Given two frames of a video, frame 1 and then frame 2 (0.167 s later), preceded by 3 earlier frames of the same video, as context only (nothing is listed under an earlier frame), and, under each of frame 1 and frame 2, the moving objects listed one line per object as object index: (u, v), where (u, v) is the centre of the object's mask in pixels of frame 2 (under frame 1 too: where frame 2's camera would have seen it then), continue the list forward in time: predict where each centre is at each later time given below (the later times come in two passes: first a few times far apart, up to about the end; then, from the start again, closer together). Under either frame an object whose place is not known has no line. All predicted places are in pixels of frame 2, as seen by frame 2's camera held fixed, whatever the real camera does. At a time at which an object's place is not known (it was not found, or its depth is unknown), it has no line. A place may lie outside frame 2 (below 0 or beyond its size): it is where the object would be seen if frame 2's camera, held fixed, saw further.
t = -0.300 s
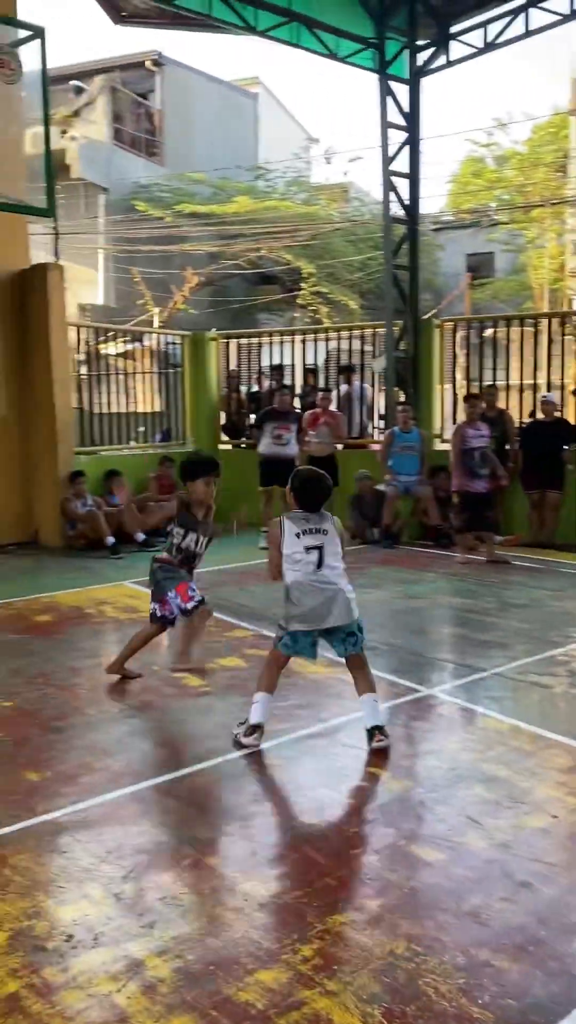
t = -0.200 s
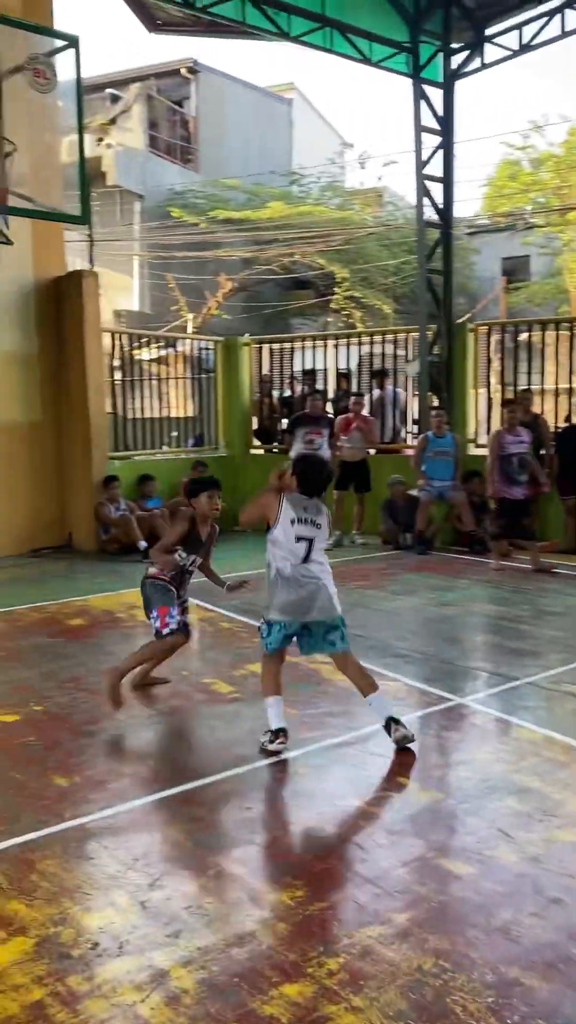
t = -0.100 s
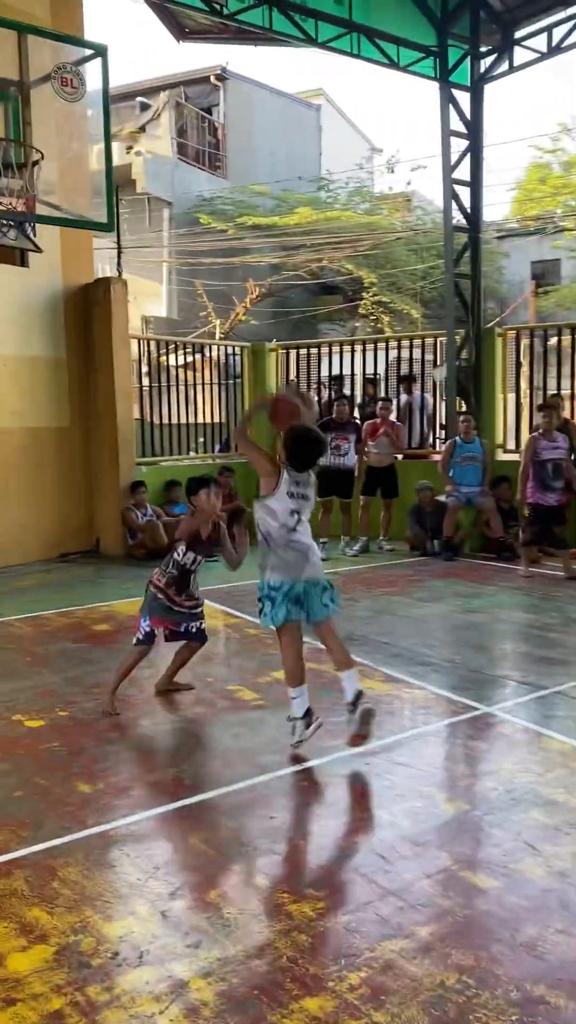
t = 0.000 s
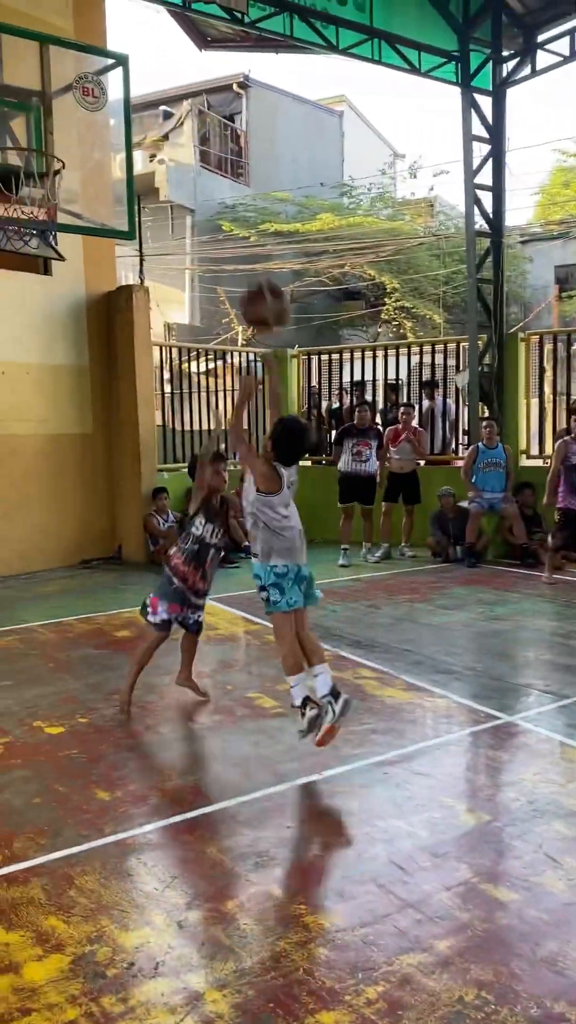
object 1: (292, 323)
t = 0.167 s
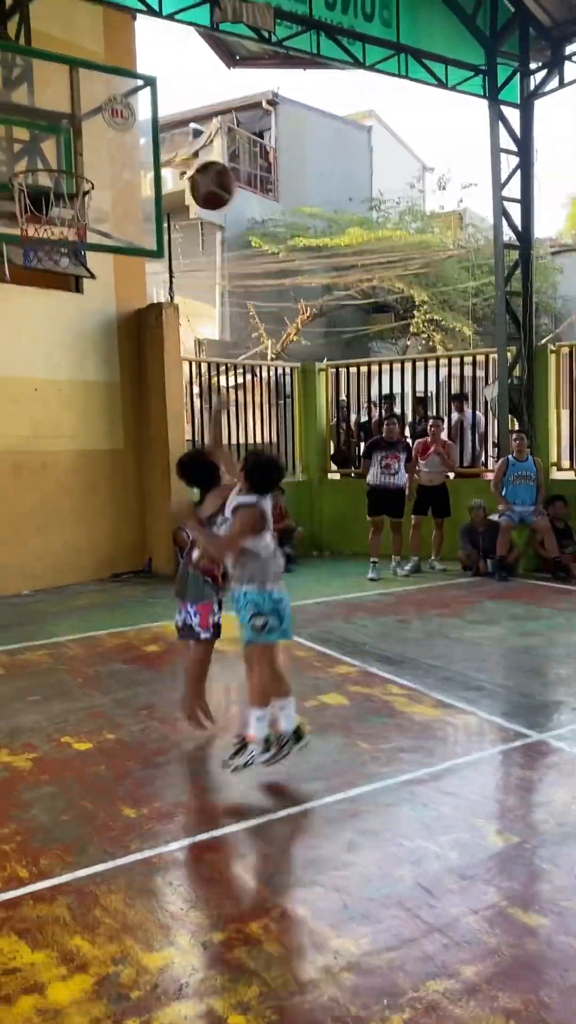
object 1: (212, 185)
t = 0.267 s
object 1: (171, 139)
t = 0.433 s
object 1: (111, 108)
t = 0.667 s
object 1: (46, 147)
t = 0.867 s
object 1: (57, 182)
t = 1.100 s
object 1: (36, 244)
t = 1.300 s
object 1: (32, 325)
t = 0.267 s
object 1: (171, 139)
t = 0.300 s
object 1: (158, 129)
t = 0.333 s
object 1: (145, 120)
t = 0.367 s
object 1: (133, 114)
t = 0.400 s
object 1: (122, 110)
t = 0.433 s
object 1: (111, 108)
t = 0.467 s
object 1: (101, 108)
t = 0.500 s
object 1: (91, 110)
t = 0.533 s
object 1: (81, 114)
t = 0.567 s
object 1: (71, 121)
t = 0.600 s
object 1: (64, 130)
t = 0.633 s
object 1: (55, 138)
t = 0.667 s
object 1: (46, 147)
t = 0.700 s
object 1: (45, 152)
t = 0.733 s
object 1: (49, 154)
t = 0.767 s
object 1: (52, 159)
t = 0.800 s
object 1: (55, 164)
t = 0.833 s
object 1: (60, 174)
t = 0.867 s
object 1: (57, 182)
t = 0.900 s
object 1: (51, 192)
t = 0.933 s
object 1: (50, 199)
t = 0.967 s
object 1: (45, 215)
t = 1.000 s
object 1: (42, 226)
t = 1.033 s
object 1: (39, 228)
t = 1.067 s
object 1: (37, 236)
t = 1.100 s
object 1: (36, 244)
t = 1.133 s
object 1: (34, 253)
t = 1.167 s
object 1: (34, 266)
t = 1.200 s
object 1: (34, 277)
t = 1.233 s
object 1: (33, 290)
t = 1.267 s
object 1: (32, 307)
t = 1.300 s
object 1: (32, 325)
